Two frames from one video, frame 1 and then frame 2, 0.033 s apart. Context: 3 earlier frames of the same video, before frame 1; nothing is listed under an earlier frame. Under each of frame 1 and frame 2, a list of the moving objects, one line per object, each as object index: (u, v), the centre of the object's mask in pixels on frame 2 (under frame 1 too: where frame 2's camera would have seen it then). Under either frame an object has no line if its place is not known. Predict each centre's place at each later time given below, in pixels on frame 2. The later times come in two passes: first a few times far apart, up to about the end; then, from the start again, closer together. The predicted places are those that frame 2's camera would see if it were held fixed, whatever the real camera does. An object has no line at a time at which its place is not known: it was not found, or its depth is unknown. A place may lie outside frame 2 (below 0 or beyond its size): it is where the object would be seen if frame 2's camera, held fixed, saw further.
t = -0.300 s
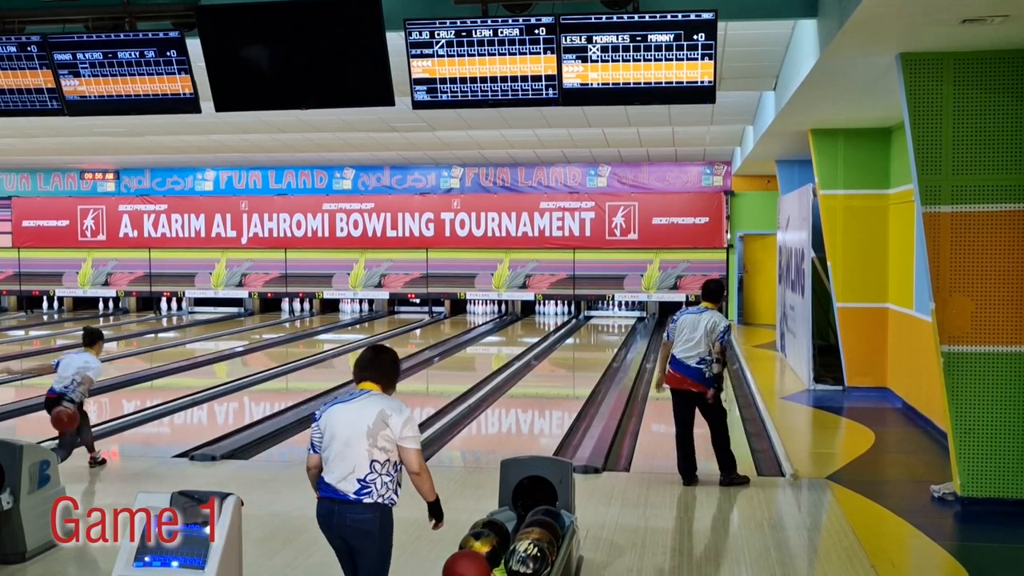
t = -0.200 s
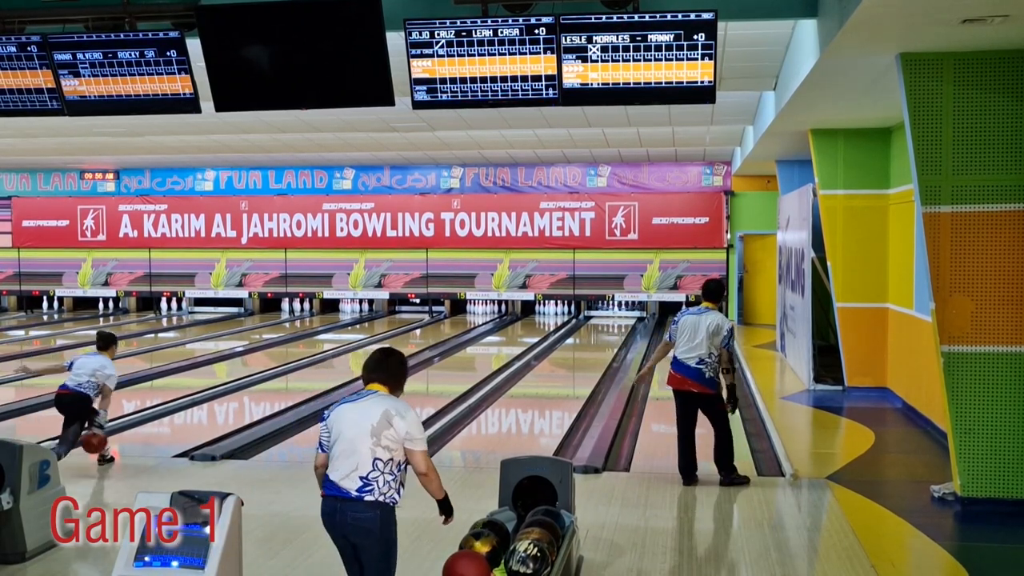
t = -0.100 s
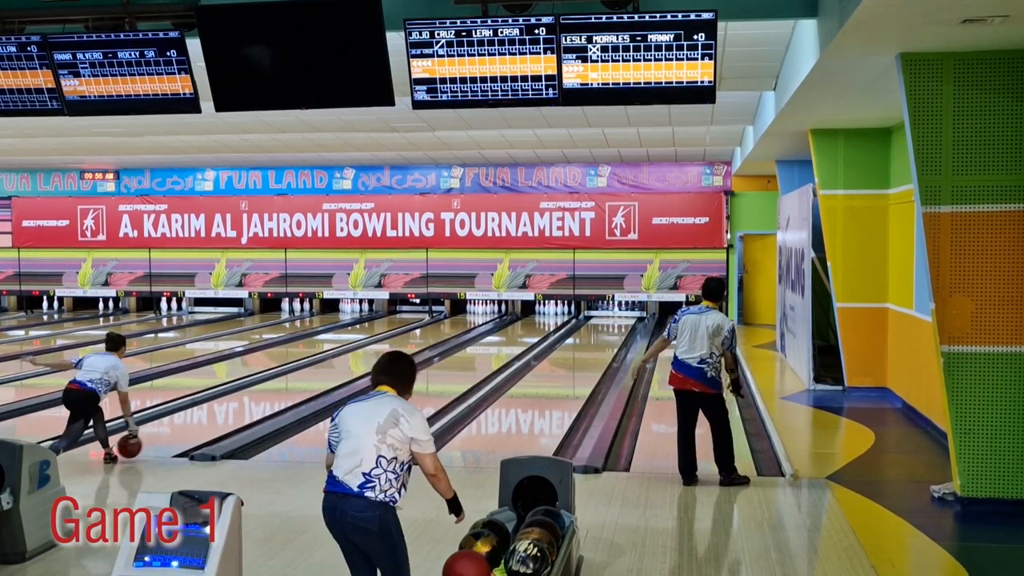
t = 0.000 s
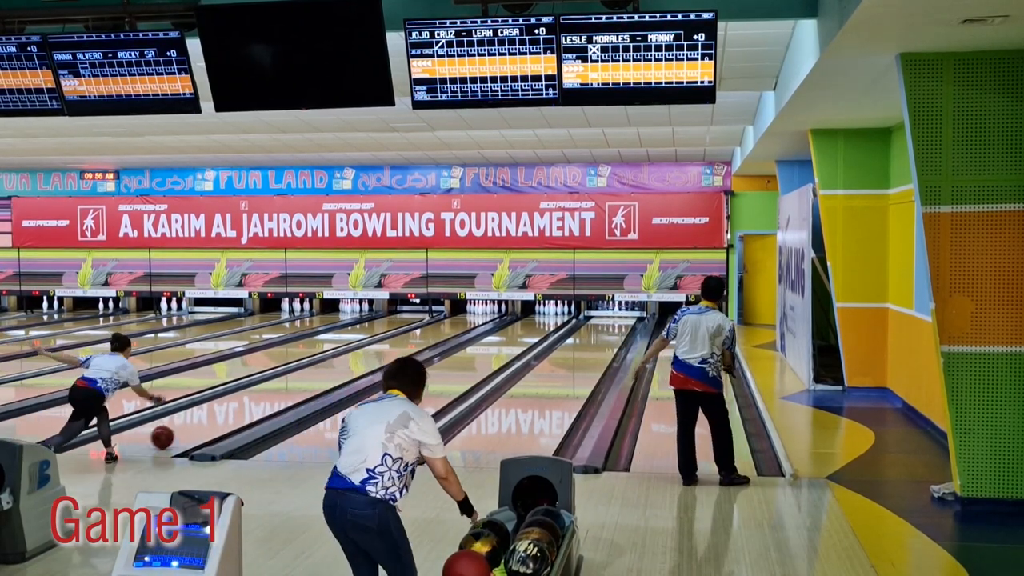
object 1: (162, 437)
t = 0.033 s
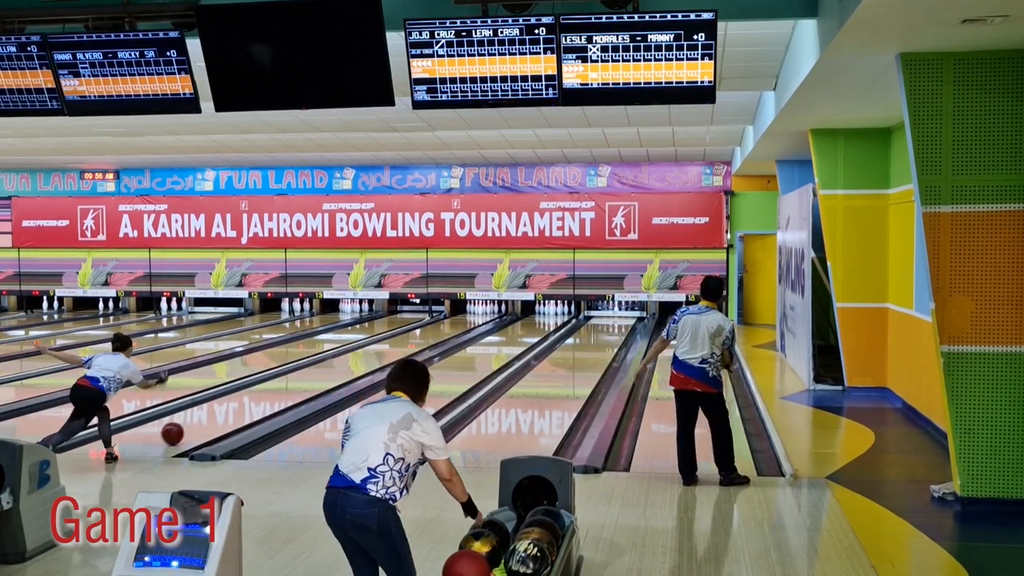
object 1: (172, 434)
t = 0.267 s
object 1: (233, 410)
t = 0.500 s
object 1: (281, 392)
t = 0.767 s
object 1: (324, 375)
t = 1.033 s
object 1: (359, 362)
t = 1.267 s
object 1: (384, 352)
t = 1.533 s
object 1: (408, 343)
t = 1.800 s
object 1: (428, 335)
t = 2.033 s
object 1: (443, 329)
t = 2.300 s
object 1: (455, 323)
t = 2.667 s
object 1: (470, 317)
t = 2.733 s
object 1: (472, 315)
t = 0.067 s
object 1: (182, 430)
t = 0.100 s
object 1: (191, 426)
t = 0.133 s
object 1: (200, 423)
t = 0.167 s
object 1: (209, 419)
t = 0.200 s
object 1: (217, 416)
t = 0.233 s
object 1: (225, 413)
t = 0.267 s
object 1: (233, 410)
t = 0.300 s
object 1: (240, 407)
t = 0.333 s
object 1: (248, 404)
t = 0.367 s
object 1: (255, 402)
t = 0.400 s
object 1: (261, 399)
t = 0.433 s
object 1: (268, 397)
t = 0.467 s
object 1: (274, 394)
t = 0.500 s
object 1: (281, 392)
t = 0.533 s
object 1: (287, 390)
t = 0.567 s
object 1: (293, 387)
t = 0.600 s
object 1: (298, 385)
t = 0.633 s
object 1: (303, 383)
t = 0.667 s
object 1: (309, 381)
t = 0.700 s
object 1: (314, 379)
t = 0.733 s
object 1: (319, 377)
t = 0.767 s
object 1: (324, 375)
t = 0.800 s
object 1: (329, 373)
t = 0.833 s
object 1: (333, 371)
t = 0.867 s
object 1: (338, 370)
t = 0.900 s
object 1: (342, 368)
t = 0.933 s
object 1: (346, 366)
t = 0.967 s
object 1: (351, 365)
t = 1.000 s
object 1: (355, 363)
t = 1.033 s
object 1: (359, 362)
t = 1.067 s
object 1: (363, 360)
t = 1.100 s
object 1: (366, 359)
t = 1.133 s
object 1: (370, 357)
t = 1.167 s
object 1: (373, 356)
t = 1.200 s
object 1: (377, 355)
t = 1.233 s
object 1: (380, 353)
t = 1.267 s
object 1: (384, 352)
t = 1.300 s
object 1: (387, 351)
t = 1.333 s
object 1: (390, 350)
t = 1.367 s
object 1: (393, 348)
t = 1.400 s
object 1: (396, 347)
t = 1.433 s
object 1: (399, 346)
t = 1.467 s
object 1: (402, 345)
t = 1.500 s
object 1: (405, 344)
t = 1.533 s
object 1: (408, 343)
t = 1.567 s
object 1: (410, 341)
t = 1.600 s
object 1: (413, 340)
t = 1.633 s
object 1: (416, 339)
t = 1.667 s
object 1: (418, 338)
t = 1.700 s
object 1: (421, 337)
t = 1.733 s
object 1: (423, 336)
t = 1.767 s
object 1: (425, 336)
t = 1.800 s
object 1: (428, 335)
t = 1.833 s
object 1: (430, 334)
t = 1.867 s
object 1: (433, 333)
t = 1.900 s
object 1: (435, 332)
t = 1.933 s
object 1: (437, 331)
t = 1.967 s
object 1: (439, 331)
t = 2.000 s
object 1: (441, 329)
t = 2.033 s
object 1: (443, 329)
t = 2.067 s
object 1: (445, 328)
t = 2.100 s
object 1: (446, 327)
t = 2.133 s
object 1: (448, 326)
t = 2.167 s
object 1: (450, 326)
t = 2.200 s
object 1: (452, 325)
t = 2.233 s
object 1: (453, 324)
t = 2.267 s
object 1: (455, 324)
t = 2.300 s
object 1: (455, 323)
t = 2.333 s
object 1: (458, 322)
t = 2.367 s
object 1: (459, 321)
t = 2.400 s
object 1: (461, 321)
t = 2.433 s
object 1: (462, 320)
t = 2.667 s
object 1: (470, 317)
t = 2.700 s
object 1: (471, 316)
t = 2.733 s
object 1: (472, 315)
